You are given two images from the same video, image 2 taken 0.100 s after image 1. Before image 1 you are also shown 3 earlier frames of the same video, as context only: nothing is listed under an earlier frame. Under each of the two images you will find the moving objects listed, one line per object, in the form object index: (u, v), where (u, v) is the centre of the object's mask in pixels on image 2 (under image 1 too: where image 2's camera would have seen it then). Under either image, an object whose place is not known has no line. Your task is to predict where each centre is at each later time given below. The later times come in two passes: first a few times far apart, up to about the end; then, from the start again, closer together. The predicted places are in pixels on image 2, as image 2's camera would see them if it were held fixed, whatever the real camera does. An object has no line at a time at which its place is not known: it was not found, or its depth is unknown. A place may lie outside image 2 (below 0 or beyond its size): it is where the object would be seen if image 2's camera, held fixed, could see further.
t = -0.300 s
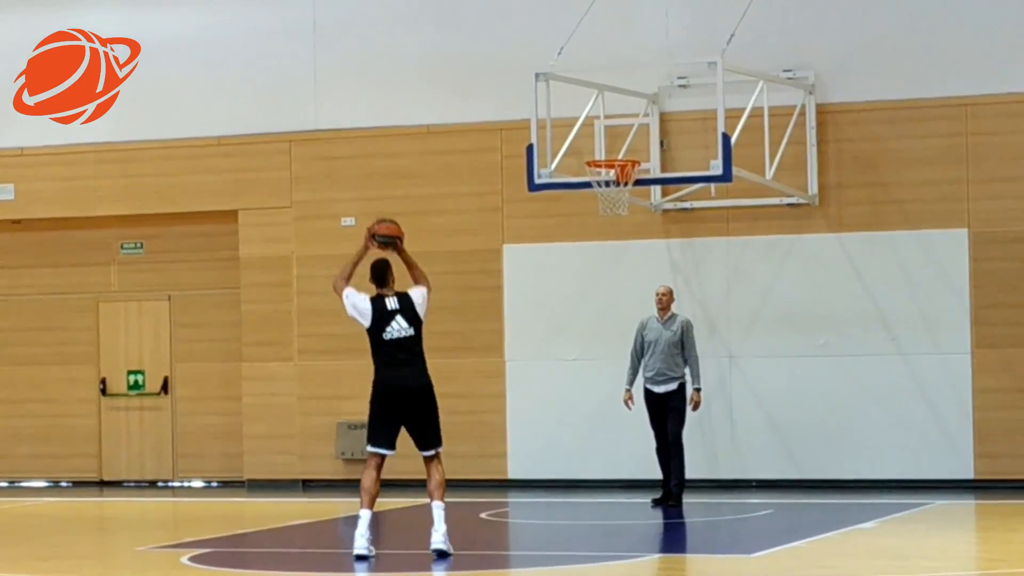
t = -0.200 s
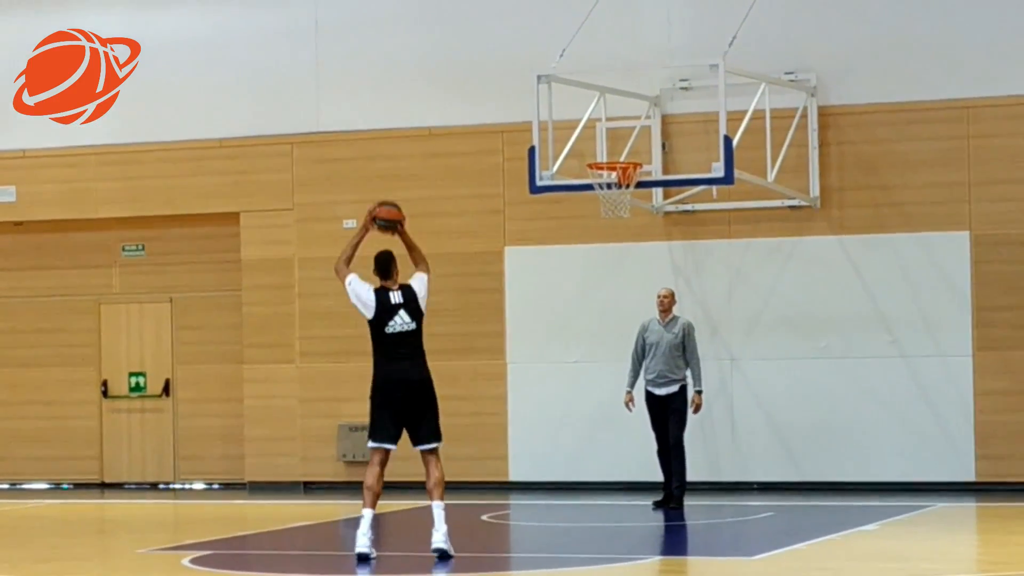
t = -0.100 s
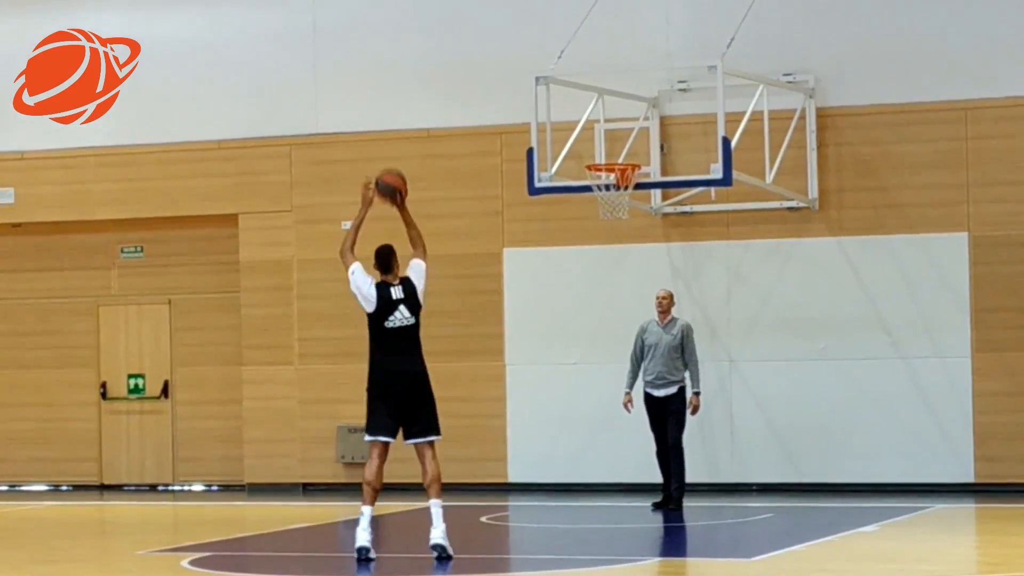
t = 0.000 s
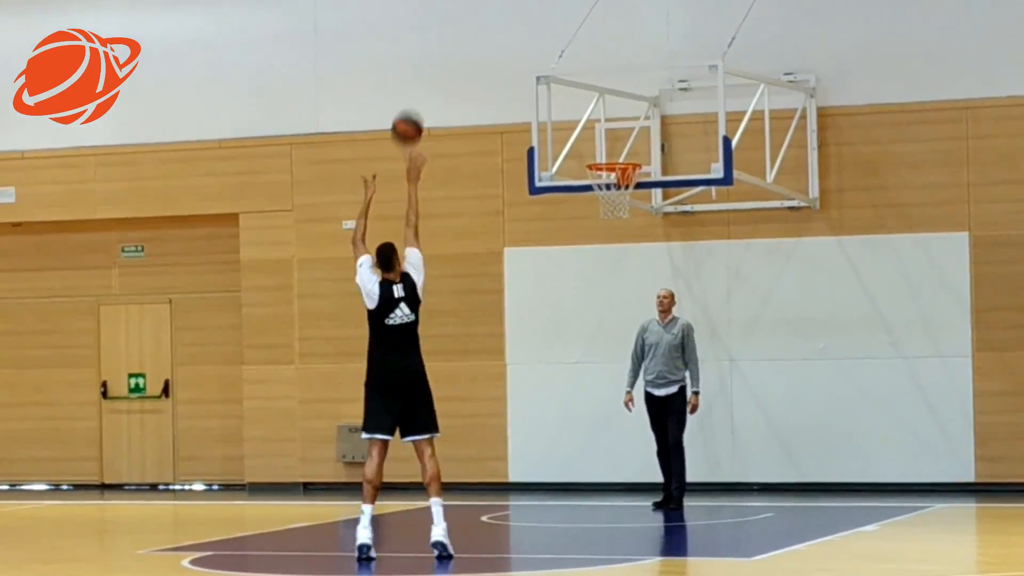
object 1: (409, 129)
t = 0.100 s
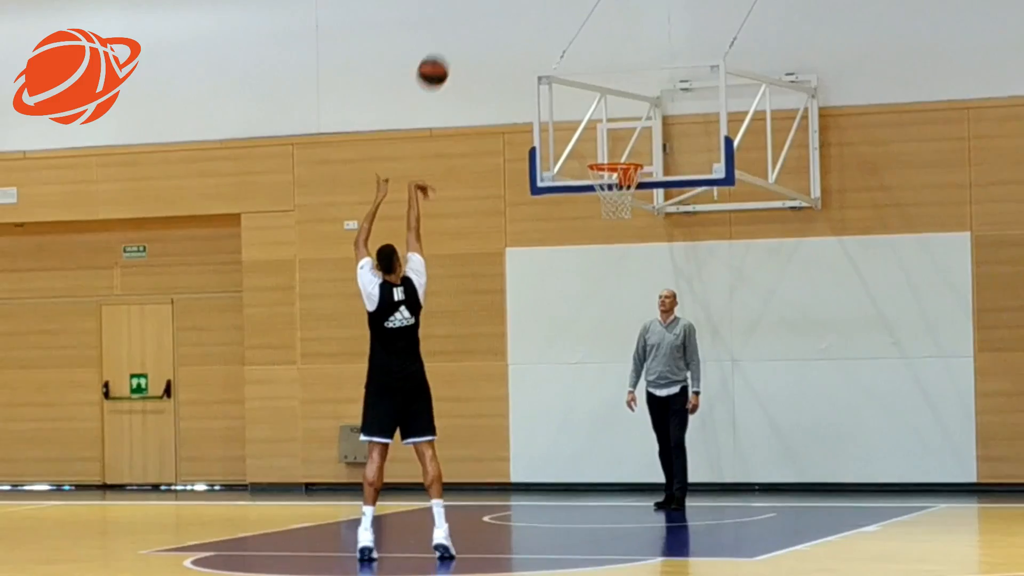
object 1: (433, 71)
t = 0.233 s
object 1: (463, 20)
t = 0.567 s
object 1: (535, 1)
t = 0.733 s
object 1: (568, 26)
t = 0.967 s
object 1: (614, 123)
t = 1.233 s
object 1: (639, 183)
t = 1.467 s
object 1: (624, 198)
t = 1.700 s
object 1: (600, 243)
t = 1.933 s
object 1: (578, 347)
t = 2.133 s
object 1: (558, 484)
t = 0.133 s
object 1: (440, 56)
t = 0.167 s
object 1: (448, 43)
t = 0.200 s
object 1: (456, 30)
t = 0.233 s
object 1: (463, 20)
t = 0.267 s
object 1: (471, 11)
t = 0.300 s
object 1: (478, 7)
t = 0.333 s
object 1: (486, 4)
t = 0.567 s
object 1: (535, 1)
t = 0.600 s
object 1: (542, 3)
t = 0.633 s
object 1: (548, 6)
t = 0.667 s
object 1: (555, 10)
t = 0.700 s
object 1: (561, 16)
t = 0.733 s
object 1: (568, 26)
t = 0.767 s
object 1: (574, 36)
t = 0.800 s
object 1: (581, 48)
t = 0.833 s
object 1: (588, 61)
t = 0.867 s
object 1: (594, 74)
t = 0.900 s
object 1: (600, 89)
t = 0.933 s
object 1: (608, 105)
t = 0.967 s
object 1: (614, 123)
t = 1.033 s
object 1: (627, 155)
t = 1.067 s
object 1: (613, 162)
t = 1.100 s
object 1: (600, 171)
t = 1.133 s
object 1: (612, 179)
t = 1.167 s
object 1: (624, 182)
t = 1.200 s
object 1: (632, 184)
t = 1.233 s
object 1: (639, 183)
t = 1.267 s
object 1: (641, 181)
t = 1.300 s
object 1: (638, 181)
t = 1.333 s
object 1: (638, 184)
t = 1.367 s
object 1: (635, 186)
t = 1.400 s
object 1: (631, 189)
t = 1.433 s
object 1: (628, 192)
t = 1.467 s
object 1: (624, 198)
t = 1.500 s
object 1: (620, 202)
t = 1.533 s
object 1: (616, 206)
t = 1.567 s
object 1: (612, 212)
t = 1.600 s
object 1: (608, 221)
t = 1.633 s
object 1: (604, 227)
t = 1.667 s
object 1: (602, 234)
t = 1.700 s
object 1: (600, 243)
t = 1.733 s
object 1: (597, 255)
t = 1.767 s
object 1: (594, 267)
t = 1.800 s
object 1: (590, 281)
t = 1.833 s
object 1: (587, 295)
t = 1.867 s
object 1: (584, 312)
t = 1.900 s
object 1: (581, 329)
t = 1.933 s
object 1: (578, 347)
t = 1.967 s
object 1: (575, 367)
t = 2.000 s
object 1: (572, 388)
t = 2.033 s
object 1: (570, 409)
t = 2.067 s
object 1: (564, 433)
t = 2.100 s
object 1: (564, 456)
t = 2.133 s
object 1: (558, 484)
